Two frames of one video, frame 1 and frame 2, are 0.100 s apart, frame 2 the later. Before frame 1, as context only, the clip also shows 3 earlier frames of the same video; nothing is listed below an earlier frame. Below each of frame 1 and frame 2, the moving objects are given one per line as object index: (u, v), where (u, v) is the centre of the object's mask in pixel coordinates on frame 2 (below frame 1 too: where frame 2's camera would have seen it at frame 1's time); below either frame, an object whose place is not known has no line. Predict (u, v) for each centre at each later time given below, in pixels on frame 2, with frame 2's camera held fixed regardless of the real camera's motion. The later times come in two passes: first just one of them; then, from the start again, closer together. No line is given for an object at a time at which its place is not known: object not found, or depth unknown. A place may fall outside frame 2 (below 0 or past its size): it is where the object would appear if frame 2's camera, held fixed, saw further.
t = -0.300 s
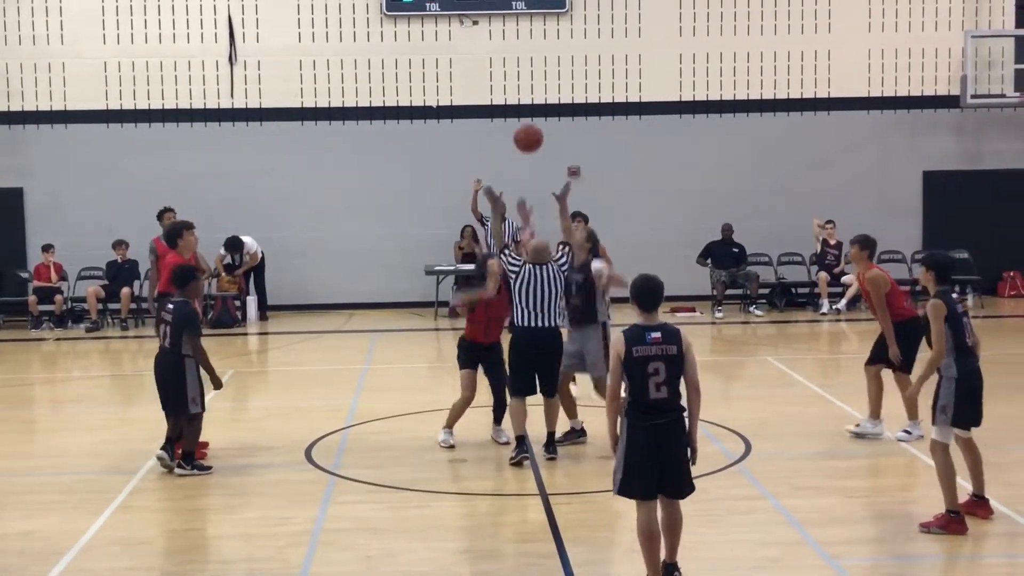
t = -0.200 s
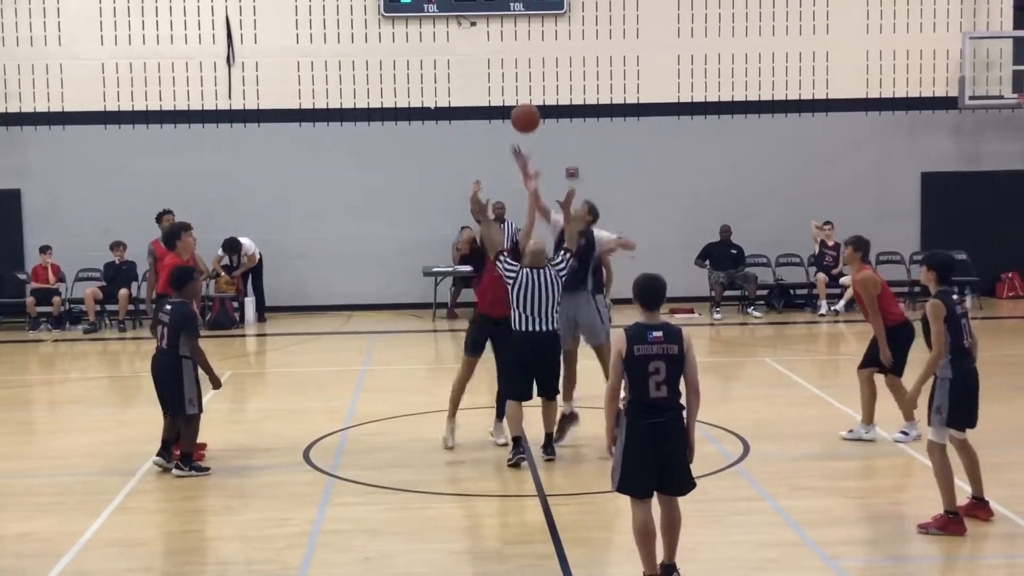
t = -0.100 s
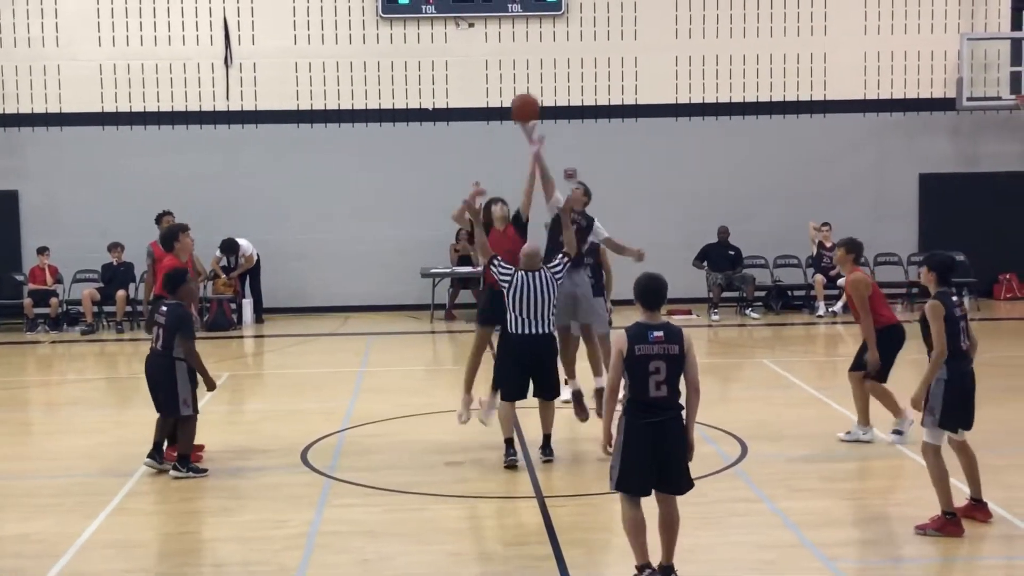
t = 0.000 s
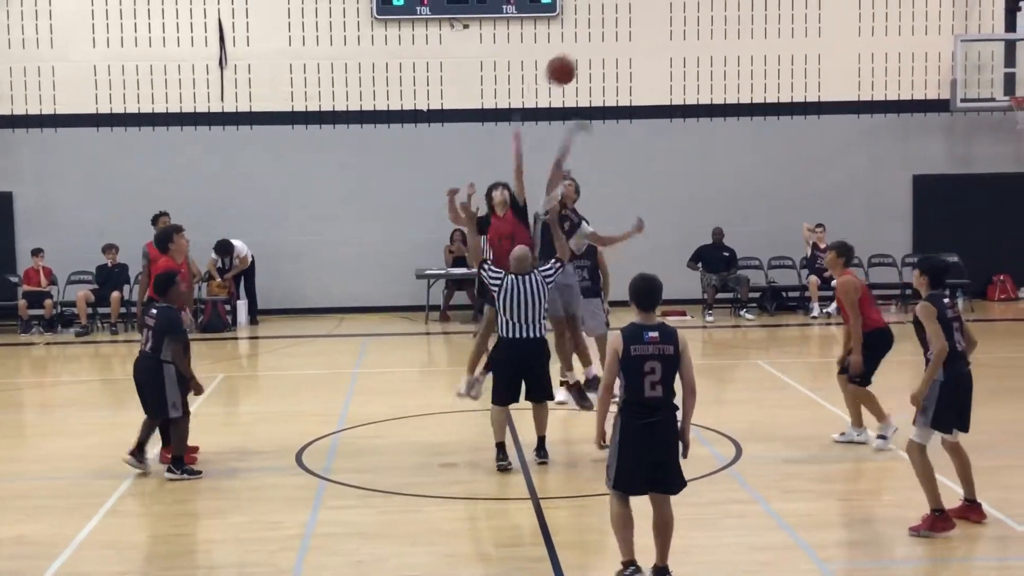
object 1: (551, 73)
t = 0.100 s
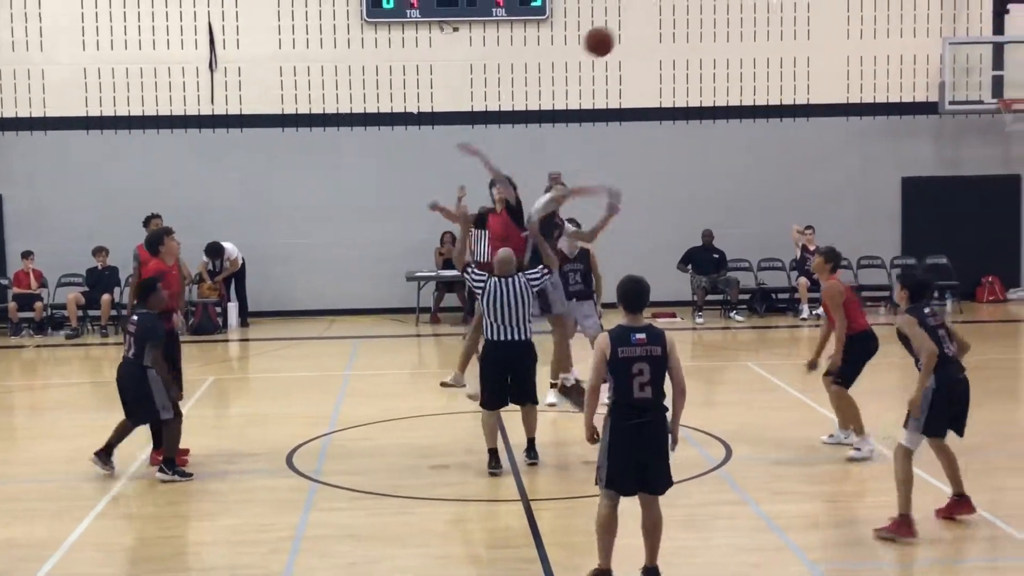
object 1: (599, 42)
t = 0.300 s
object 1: (699, 13)
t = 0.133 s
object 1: (615, 34)
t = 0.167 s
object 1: (632, 27)
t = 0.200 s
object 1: (648, 21)
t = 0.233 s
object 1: (665, 17)
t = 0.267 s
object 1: (682, 14)
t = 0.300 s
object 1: (699, 13)
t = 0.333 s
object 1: (717, 13)
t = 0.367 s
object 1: (735, 15)
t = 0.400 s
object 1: (753, 18)
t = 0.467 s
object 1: (788, 28)
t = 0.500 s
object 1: (807, 35)
